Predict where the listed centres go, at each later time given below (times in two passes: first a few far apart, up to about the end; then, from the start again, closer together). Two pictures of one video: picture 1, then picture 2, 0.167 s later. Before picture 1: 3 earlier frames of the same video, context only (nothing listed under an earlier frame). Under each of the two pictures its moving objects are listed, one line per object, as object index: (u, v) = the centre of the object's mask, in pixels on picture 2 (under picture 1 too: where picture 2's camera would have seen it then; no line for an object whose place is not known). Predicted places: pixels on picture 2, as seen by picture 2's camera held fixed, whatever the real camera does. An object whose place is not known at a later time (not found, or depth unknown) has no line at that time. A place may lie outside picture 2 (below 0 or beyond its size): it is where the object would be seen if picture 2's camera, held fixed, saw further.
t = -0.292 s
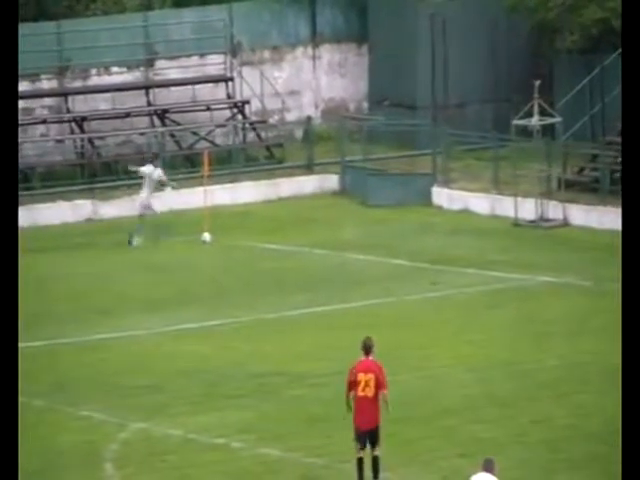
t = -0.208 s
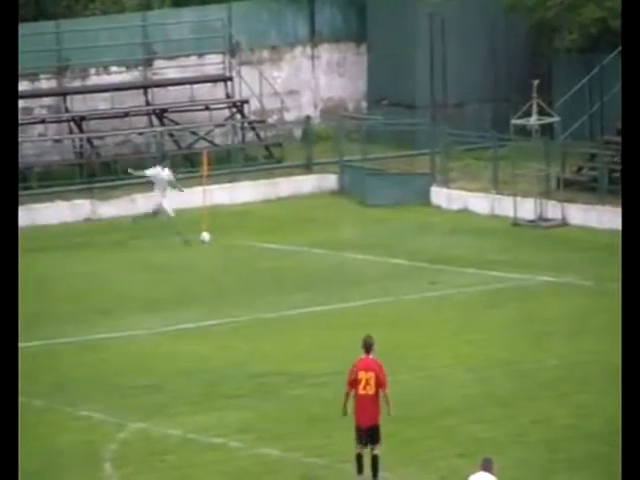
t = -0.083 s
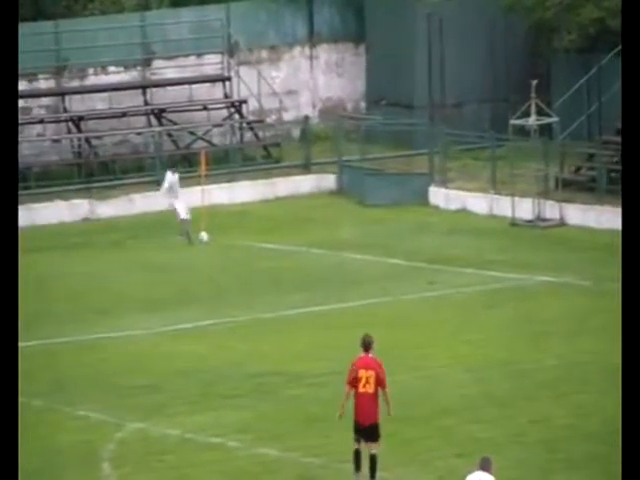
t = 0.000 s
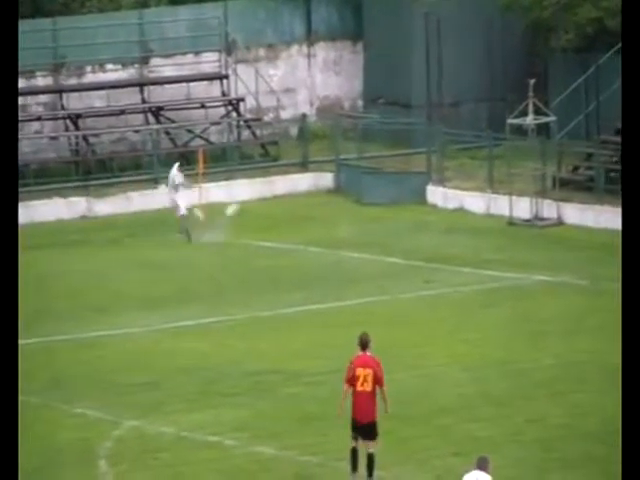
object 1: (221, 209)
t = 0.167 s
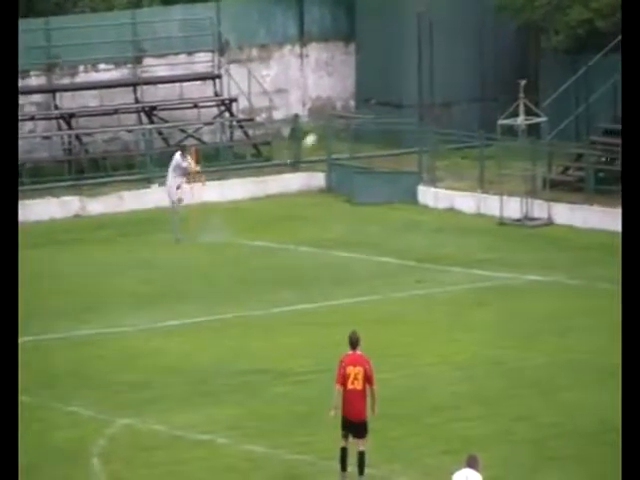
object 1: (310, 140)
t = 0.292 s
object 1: (370, 96)
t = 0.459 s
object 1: (438, 47)
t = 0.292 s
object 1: (370, 96)
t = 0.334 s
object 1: (387, 83)
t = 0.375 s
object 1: (404, 70)
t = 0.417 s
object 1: (421, 57)
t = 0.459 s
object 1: (438, 47)
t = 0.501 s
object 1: (454, 36)
